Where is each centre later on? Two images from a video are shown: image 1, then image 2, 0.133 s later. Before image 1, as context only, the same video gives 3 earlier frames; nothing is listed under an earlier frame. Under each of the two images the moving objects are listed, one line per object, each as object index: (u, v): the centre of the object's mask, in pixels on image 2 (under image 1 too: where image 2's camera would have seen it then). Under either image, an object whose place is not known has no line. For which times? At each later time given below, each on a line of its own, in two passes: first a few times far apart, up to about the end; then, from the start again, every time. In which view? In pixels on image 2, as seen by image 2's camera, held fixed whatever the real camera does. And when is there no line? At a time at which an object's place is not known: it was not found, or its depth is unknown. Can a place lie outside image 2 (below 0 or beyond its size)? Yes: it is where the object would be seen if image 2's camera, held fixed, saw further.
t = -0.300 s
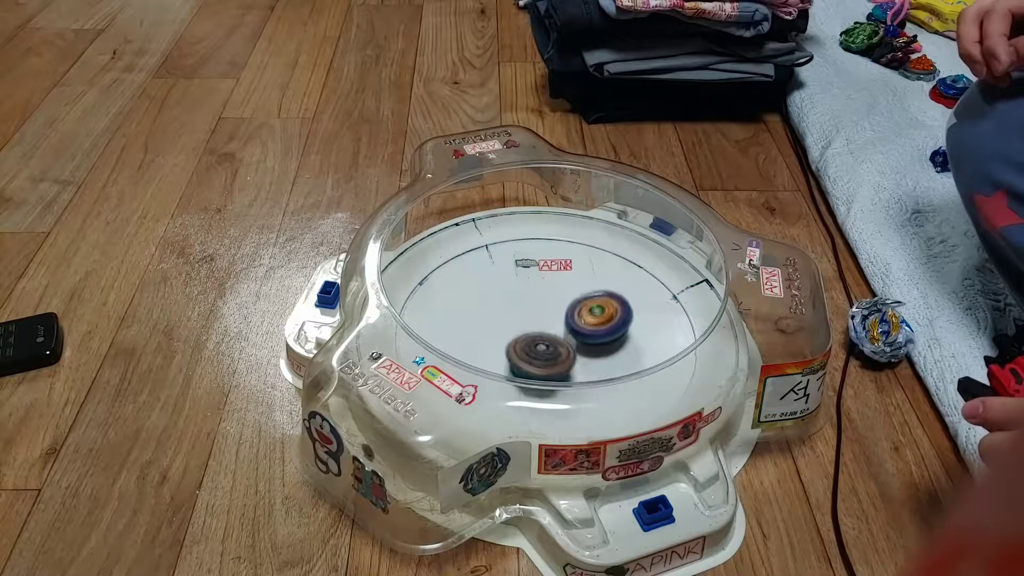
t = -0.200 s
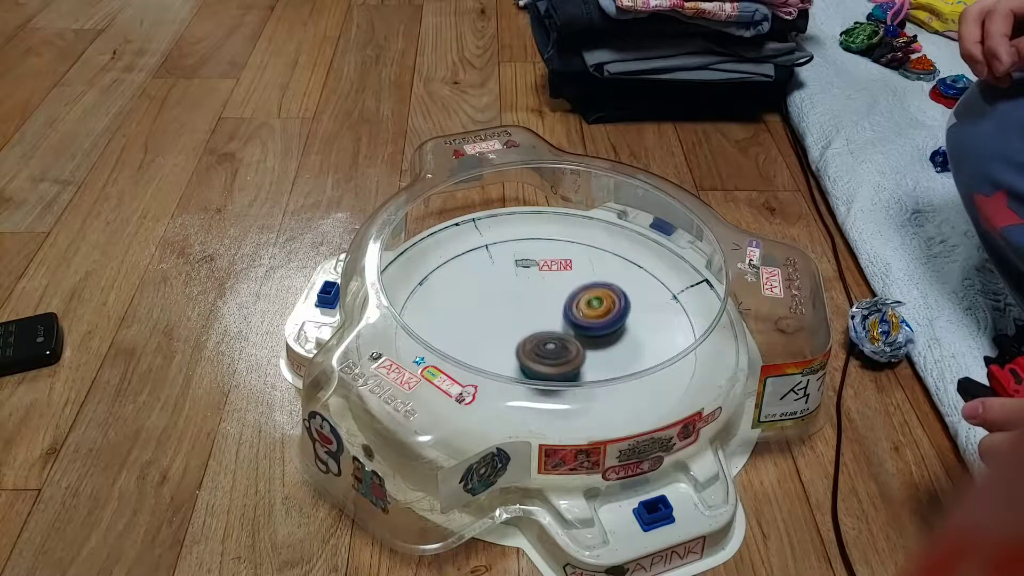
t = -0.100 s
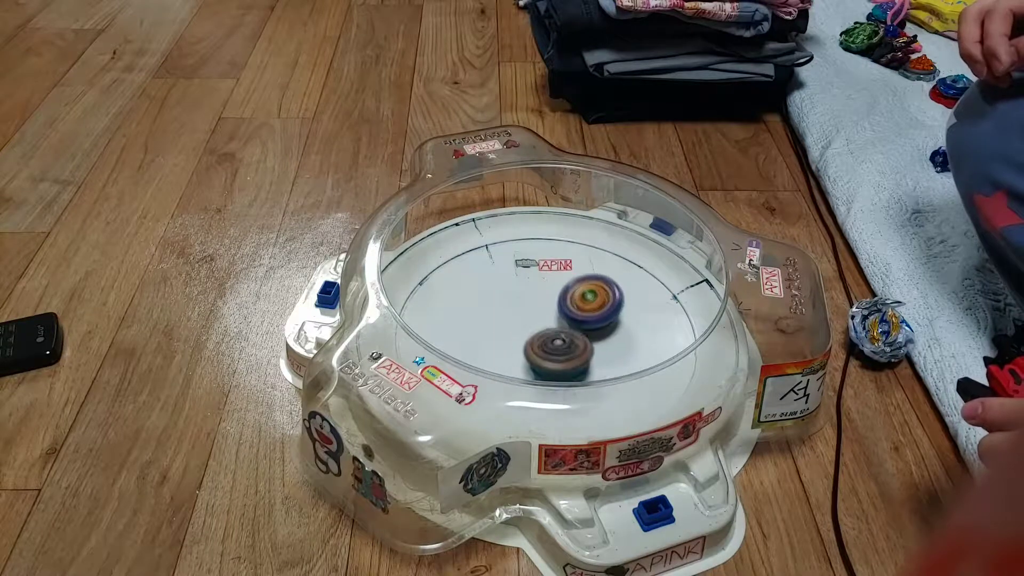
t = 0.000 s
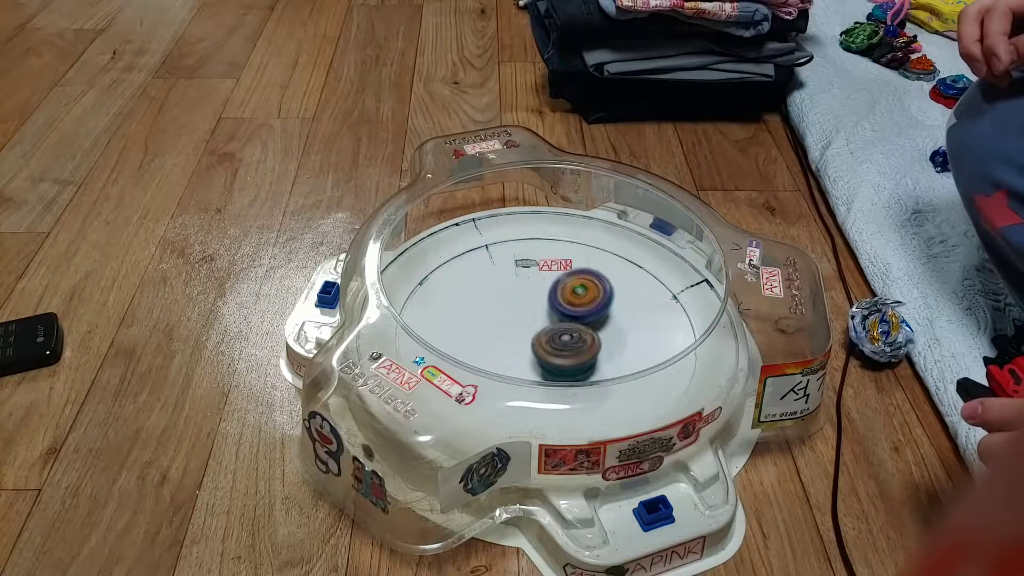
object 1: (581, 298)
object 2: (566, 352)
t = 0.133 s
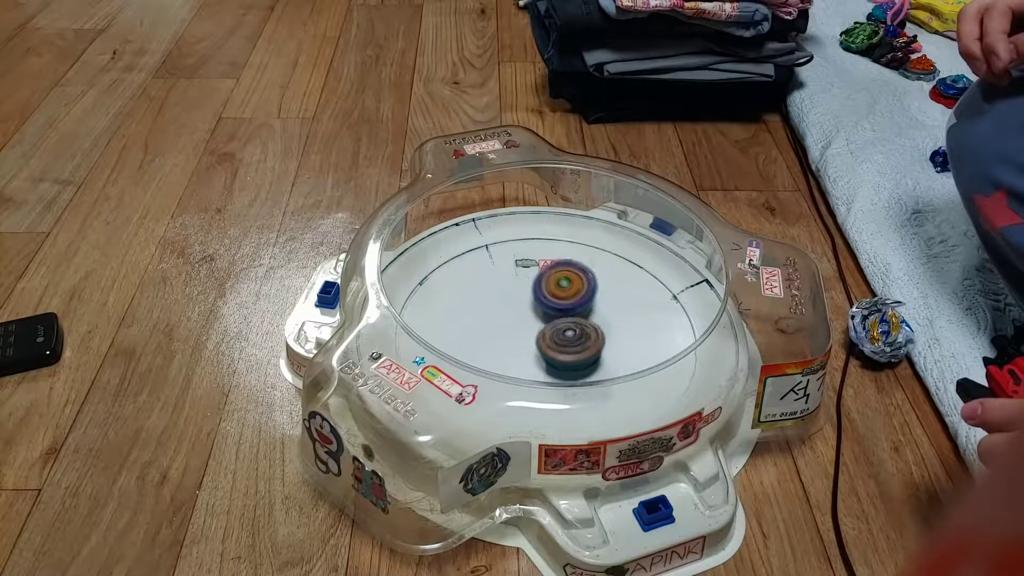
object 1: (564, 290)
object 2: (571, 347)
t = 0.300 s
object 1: (544, 285)
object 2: (571, 339)
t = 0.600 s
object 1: (502, 292)
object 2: (573, 340)
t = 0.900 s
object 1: (489, 324)
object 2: (559, 340)
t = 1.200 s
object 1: (494, 365)
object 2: (560, 332)
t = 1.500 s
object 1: (534, 386)
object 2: (563, 315)
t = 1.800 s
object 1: (593, 357)
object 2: (546, 317)
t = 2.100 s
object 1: (620, 317)
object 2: (537, 337)
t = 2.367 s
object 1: (588, 298)
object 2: (546, 351)
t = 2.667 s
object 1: (524, 293)
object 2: (562, 351)
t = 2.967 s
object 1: (486, 316)
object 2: (560, 337)
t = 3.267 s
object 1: (487, 352)
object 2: (555, 323)
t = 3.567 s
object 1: (541, 366)
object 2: (538, 322)
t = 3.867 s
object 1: (613, 355)
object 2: (526, 332)
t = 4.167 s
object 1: (622, 328)
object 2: (536, 342)
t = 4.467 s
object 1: (571, 281)
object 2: (536, 352)
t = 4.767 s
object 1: (535, 275)
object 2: (550, 348)
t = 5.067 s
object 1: (468, 335)
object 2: (571, 342)
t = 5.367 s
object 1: (438, 365)
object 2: (561, 329)
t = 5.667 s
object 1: (566, 367)
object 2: (547, 324)
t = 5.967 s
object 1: (655, 361)
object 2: (544, 327)
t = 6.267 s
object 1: (607, 315)
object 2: (546, 336)
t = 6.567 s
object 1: (571, 264)
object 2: (539, 360)
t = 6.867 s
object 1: (526, 296)
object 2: (545, 347)
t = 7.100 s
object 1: (497, 298)
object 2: (538, 346)
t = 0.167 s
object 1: (560, 289)
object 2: (571, 345)
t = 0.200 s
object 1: (556, 288)
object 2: (571, 344)
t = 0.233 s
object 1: (553, 287)
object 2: (571, 341)
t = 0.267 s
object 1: (549, 286)
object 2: (571, 340)
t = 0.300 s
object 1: (544, 285)
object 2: (571, 339)
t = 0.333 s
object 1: (540, 285)
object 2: (570, 339)
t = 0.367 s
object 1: (535, 285)
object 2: (569, 337)
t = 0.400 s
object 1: (531, 286)
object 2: (568, 336)
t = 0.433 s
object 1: (526, 287)
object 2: (568, 336)
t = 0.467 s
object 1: (519, 286)
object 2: (571, 337)
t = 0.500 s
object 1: (514, 287)
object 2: (573, 338)
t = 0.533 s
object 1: (509, 288)
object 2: (574, 339)
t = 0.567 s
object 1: (505, 290)
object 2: (573, 339)
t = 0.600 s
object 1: (502, 292)
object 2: (573, 340)
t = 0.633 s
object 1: (499, 295)
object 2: (572, 340)
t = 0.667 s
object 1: (496, 298)
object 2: (571, 340)
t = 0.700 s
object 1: (493, 301)
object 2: (570, 340)
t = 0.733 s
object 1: (491, 304)
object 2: (568, 340)
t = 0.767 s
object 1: (490, 308)
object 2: (567, 340)
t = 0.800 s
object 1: (489, 312)
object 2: (565, 340)
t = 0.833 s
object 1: (489, 315)
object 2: (563, 340)
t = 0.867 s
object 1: (488, 320)
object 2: (561, 340)
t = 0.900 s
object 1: (489, 324)
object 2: (559, 340)
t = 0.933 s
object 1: (487, 328)
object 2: (560, 340)
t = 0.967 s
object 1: (484, 334)
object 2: (561, 339)
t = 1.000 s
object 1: (484, 338)
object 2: (561, 339)
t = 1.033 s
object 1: (485, 341)
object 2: (560, 339)
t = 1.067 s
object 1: (487, 344)
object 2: (559, 338)
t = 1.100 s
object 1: (488, 350)
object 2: (558, 338)
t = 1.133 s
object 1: (491, 354)
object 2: (557, 338)
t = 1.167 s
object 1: (494, 357)
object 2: (557, 337)
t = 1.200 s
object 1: (494, 365)
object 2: (560, 332)
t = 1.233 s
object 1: (497, 370)
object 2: (563, 328)
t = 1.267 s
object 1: (499, 375)
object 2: (565, 326)
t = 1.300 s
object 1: (503, 379)
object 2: (567, 323)
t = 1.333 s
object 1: (507, 382)
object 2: (567, 321)
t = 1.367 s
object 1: (510, 384)
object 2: (567, 320)
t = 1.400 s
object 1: (516, 385)
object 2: (566, 318)
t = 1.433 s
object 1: (521, 386)
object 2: (565, 317)
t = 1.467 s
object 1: (527, 387)
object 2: (564, 316)
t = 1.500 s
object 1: (534, 386)
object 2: (563, 315)
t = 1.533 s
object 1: (540, 388)
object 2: (562, 314)
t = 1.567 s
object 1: (547, 383)
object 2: (560, 314)
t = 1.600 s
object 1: (554, 381)
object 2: (558, 313)
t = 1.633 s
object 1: (561, 367)
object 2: (556, 314)
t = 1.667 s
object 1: (567, 366)
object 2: (554, 314)
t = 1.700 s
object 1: (574, 364)
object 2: (552, 314)
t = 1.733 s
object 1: (581, 362)
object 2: (550, 314)
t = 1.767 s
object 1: (587, 359)
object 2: (548, 315)
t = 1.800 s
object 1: (593, 357)
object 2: (546, 317)
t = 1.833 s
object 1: (599, 351)
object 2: (544, 319)
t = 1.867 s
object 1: (604, 346)
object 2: (543, 321)
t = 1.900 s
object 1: (609, 342)
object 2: (541, 323)
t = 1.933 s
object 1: (613, 336)
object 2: (540, 325)
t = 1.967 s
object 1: (616, 332)
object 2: (539, 327)
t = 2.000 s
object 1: (619, 328)
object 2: (538, 329)
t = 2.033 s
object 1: (620, 324)
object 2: (537, 332)
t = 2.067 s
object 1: (621, 321)
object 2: (537, 334)
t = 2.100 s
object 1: (620, 317)
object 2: (537, 337)
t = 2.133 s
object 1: (619, 314)
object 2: (537, 339)
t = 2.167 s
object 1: (616, 312)
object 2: (538, 341)
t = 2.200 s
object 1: (613, 309)
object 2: (538, 344)
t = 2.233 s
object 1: (610, 307)
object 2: (540, 346)
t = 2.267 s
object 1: (605, 303)
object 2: (541, 348)
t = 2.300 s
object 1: (600, 302)
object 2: (542, 349)
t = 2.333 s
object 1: (594, 300)
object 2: (544, 350)
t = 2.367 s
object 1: (588, 298)
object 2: (546, 351)
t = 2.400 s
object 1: (581, 297)
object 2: (548, 352)
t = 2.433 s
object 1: (575, 296)
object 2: (550, 353)
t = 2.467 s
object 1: (567, 295)
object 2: (552, 353)
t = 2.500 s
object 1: (559, 295)
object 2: (554, 353)
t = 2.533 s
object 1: (552, 295)
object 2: (556, 353)
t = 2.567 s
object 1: (544, 294)
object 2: (558, 353)
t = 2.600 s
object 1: (537, 295)
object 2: (559, 353)
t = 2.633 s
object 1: (530, 293)
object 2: (560, 352)
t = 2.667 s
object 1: (524, 293)
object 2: (562, 351)
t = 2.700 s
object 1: (518, 295)
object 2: (562, 350)
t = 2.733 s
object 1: (512, 297)
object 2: (563, 349)
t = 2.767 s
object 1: (507, 298)
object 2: (563, 348)
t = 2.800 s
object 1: (502, 301)
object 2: (564, 346)
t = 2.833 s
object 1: (498, 303)
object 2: (563, 345)
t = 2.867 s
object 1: (494, 306)
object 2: (563, 343)
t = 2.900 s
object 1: (491, 310)
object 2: (562, 341)
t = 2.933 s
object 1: (488, 313)
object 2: (561, 339)
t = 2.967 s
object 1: (486, 316)
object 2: (560, 337)
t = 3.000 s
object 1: (485, 322)
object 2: (558, 336)
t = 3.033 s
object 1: (484, 324)
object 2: (556, 334)
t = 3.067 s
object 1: (485, 329)
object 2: (555, 333)
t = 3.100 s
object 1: (482, 337)
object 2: (556, 330)
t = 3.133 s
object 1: (480, 340)
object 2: (558, 328)
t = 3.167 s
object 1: (480, 343)
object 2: (558, 326)
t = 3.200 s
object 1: (482, 346)
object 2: (558, 325)
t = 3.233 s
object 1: (484, 349)
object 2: (557, 324)
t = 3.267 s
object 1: (487, 352)
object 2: (555, 323)
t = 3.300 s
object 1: (490, 354)
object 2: (553, 322)
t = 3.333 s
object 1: (494, 357)
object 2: (551, 321)
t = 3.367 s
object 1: (499, 359)
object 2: (549, 320)
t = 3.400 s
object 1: (504, 361)
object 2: (547, 320)
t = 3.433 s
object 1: (511, 363)
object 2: (545, 320)
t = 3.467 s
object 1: (517, 364)
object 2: (543, 321)
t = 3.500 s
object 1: (525, 366)
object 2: (541, 321)
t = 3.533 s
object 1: (532, 366)
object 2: (540, 321)
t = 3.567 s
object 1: (541, 366)
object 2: (538, 322)
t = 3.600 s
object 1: (548, 366)
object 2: (536, 322)
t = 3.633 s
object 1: (556, 366)
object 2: (534, 324)
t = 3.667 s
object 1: (564, 365)
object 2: (533, 325)
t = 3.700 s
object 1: (572, 364)
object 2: (532, 327)
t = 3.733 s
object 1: (581, 363)
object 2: (530, 328)
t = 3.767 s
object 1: (590, 362)
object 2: (528, 329)
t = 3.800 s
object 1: (600, 360)
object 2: (527, 330)
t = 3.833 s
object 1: (607, 357)
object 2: (527, 330)
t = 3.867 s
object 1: (613, 355)
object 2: (526, 332)
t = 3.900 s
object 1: (619, 353)
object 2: (526, 333)
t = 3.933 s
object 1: (623, 350)
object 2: (526, 334)
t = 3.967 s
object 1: (626, 348)
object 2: (527, 336)
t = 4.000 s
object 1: (629, 343)
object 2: (527, 337)
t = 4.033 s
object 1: (629, 339)
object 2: (528, 338)
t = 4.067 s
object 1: (629, 336)
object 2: (530, 339)
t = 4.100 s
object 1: (627, 333)
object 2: (531, 340)
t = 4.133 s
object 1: (625, 330)
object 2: (534, 341)
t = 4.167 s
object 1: (622, 328)
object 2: (536, 342)
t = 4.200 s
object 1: (617, 325)
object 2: (538, 342)
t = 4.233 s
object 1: (611, 323)
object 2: (540, 343)
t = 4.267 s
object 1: (606, 319)
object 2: (541, 344)
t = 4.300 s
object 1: (603, 311)
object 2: (537, 347)
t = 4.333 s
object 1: (598, 304)
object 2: (535, 349)
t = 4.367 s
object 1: (592, 298)
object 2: (535, 350)
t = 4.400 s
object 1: (585, 293)
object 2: (535, 351)
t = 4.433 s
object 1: (577, 288)
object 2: (535, 351)
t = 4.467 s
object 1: (571, 281)
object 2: (536, 352)
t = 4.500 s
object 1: (565, 277)
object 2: (538, 352)
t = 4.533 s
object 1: (560, 274)
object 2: (540, 352)
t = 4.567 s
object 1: (555, 270)
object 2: (541, 352)
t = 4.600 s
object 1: (551, 268)
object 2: (543, 353)
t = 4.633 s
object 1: (548, 270)
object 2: (545, 352)
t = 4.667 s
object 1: (545, 270)
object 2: (546, 351)
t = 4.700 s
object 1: (541, 270)
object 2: (548, 351)
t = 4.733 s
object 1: (538, 272)
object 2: (549, 350)
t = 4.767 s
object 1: (535, 275)
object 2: (550, 348)
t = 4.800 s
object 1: (532, 278)
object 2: (550, 347)
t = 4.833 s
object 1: (529, 283)
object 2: (550, 345)
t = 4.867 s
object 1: (524, 287)
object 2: (550, 343)
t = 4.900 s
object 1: (517, 293)
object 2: (550, 342)
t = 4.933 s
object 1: (507, 301)
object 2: (559, 345)
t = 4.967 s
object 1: (498, 310)
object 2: (564, 344)
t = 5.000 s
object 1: (488, 318)
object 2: (567, 344)
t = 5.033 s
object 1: (477, 328)
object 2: (569, 343)
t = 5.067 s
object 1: (468, 335)
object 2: (571, 342)
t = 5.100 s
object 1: (457, 344)
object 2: (572, 340)
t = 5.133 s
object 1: (452, 338)
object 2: (573, 338)
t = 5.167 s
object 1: (442, 349)
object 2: (573, 336)
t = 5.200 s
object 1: (437, 351)
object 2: (572, 334)
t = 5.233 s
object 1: (435, 352)
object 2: (570, 332)
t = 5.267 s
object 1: (434, 354)
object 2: (569, 331)
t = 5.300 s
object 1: (434, 362)
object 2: (566, 330)
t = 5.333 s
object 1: (435, 364)
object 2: (564, 330)
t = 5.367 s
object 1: (438, 365)
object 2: (561, 329)
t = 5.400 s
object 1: (443, 365)
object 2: (558, 330)
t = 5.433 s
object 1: (457, 360)
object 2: (555, 331)
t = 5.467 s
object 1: (470, 366)
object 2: (552, 332)
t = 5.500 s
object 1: (481, 368)
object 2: (550, 334)
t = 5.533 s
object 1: (498, 358)
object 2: (549, 336)
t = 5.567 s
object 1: (514, 362)
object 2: (549, 333)
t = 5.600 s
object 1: (534, 364)
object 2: (549, 327)
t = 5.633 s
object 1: (550, 367)
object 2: (548, 325)
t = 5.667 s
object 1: (566, 367)
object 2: (547, 324)
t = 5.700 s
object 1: (584, 378)
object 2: (547, 324)
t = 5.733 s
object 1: (597, 366)
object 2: (547, 324)
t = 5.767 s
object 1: (610, 364)
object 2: (547, 323)
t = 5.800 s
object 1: (626, 376)
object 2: (548, 323)
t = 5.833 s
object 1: (637, 373)
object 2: (547, 323)
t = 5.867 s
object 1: (646, 371)
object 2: (545, 323)
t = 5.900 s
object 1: (652, 368)
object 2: (544, 324)
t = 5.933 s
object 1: (654, 366)
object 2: (544, 325)
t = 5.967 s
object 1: (655, 361)
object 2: (544, 327)
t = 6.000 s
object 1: (654, 358)
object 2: (546, 328)
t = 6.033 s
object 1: (652, 351)
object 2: (547, 330)
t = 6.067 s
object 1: (645, 344)
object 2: (547, 331)
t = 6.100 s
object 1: (640, 342)
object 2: (548, 332)
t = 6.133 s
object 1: (633, 341)
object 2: (548, 332)
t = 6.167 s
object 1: (624, 335)
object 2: (550, 333)
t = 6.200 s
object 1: (618, 329)
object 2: (549, 333)
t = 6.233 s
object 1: (613, 322)
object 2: (546, 334)
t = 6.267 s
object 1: (607, 315)
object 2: (546, 336)
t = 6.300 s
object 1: (601, 308)
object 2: (547, 339)
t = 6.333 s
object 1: (595, 299)
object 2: (546, 343)
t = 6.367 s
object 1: (588, 291)
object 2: (542, 348)
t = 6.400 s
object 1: (583, 284)
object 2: (539, 350)
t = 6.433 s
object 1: (579, 277)
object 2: (537, 353)
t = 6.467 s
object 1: (575, 272)
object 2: (537, 354)
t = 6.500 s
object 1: (574, 268)
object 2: (537, 356)
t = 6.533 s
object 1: (573, 265)
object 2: (538, 359)
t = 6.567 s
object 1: (571, 264)
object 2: (539, 360)
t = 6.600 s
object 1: (569, 265)
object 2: (541, 361)
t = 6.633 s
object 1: (567, 267)
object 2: (544, 361)
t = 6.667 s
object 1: (564, 271)
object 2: (546, 360)
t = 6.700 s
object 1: (561, 275)
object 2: (547, 359)
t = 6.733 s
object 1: (557, 280)
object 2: (548, 357)
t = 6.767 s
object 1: (551, 286)
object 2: (548, 355)
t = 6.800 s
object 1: (544, 291)
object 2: (548, 352)
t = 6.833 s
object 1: (535, 294)
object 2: (547, 349)
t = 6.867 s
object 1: (526, 296)
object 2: (545, 347)
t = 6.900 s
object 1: (517, 298)
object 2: (544, 346)
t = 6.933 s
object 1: (508, 300)
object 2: (542, 345)
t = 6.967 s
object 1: (501, 300)
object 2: (541, 344)
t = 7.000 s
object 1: (497, 299)
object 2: (540, 342)
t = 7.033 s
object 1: (496, 298)
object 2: (540, 343)
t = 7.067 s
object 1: (496, 297)
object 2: (538, 344)
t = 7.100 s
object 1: (497, 298)
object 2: (538, 346)
